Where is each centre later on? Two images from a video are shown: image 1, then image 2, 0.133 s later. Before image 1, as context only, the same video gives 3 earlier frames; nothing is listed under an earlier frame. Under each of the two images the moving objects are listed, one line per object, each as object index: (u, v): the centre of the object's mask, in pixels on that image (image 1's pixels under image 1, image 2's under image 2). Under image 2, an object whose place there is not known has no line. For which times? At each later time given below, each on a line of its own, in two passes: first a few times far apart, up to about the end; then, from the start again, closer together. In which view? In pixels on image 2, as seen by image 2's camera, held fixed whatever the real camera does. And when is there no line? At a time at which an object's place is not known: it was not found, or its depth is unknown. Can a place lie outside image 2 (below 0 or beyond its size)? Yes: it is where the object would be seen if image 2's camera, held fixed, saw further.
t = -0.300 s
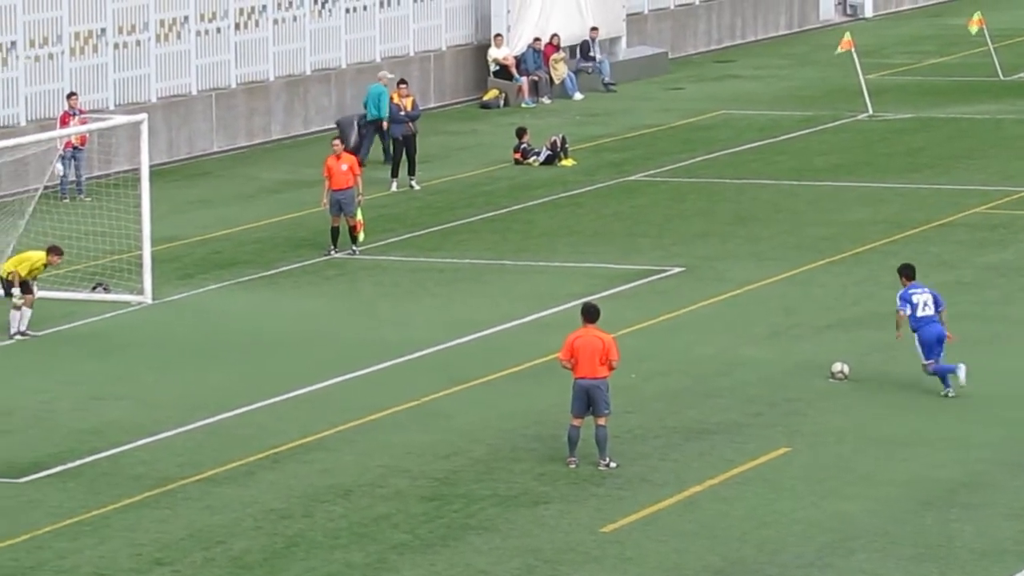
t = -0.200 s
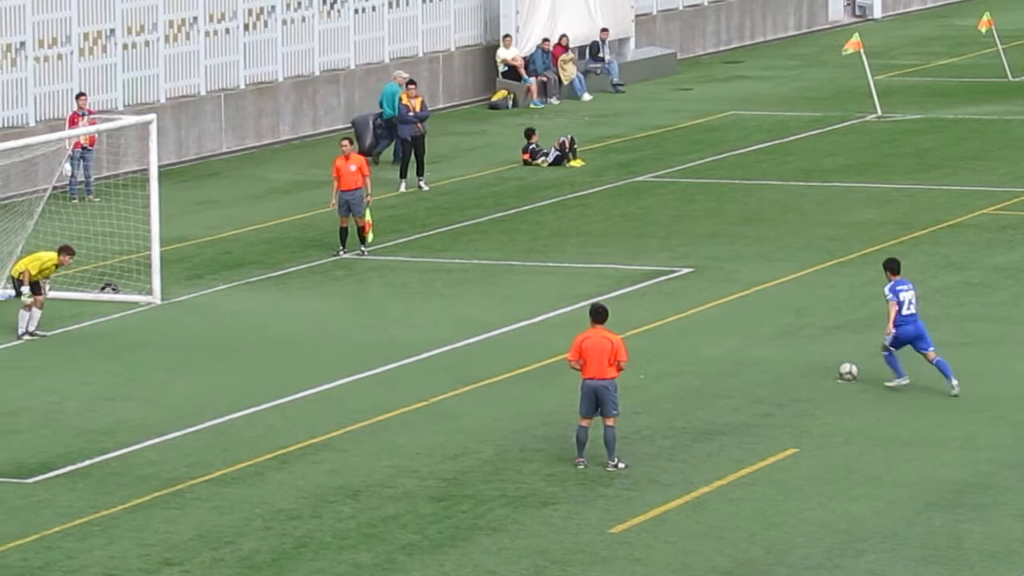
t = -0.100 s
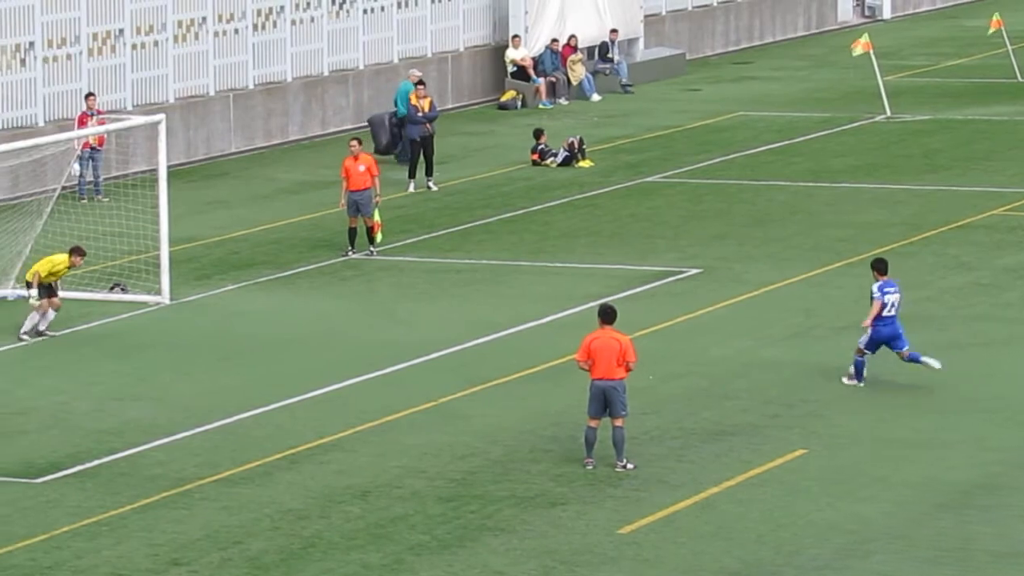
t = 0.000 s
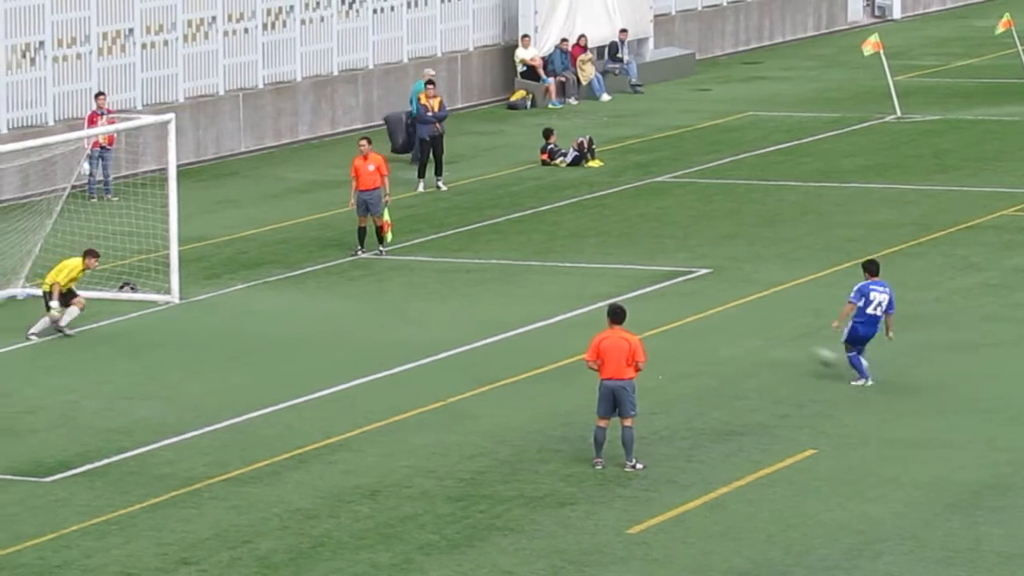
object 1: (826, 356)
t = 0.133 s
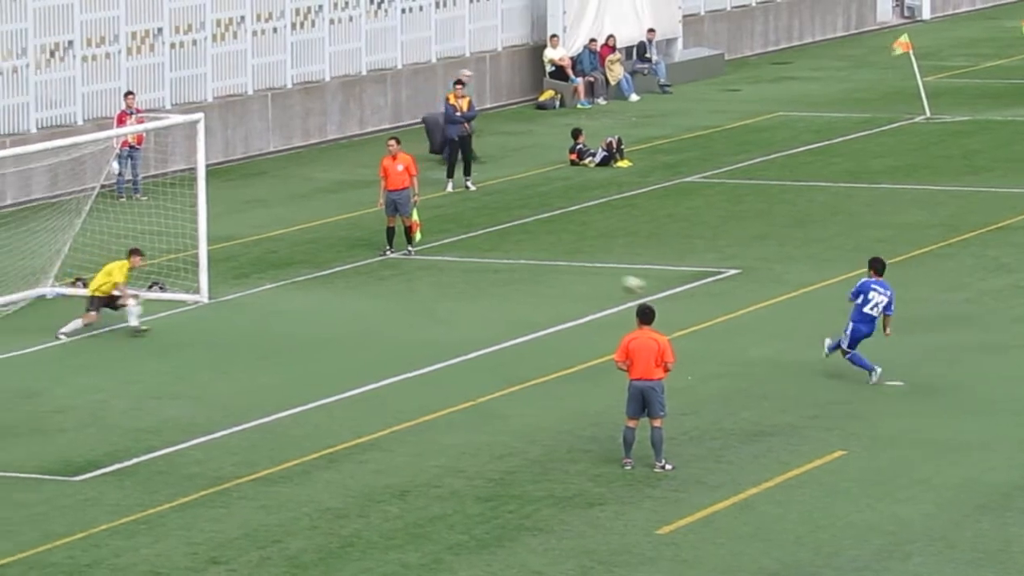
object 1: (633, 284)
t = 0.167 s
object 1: (580, 269)
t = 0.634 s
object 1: (22, 185)
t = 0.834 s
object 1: (24, 217)
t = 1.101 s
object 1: (49, 285)
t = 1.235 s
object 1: (66, 269)
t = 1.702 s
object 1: (127, 296)
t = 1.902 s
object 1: (153, 285)
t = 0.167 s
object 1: (580, 269)
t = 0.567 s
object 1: (39, 187)
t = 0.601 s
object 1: (27, 185)
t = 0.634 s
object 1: (22, 185)
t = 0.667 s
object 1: (21, 187)
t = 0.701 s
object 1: (21, 190)
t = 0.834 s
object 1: (24, 217)
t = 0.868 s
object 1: (27, 227)
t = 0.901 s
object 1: (29, 238)
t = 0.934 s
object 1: (32, 249)
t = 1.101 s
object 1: (49, 285)
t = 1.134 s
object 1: (53, 279)
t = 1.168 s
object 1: (58, 276)
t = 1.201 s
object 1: (62, 272)
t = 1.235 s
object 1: (66, 269)
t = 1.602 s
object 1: (114, 290)
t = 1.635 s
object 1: (119, 297)
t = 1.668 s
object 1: (124, 302)
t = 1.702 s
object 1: (127, 296)
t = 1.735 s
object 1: (132, 293)
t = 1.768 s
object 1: (137, 290)
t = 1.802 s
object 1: (141, 287)
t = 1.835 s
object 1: (145, 285)
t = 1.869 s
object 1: (149, 285)
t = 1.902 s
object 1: (153, 285)
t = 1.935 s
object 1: (156, 286)
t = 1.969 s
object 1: (161, 287)
